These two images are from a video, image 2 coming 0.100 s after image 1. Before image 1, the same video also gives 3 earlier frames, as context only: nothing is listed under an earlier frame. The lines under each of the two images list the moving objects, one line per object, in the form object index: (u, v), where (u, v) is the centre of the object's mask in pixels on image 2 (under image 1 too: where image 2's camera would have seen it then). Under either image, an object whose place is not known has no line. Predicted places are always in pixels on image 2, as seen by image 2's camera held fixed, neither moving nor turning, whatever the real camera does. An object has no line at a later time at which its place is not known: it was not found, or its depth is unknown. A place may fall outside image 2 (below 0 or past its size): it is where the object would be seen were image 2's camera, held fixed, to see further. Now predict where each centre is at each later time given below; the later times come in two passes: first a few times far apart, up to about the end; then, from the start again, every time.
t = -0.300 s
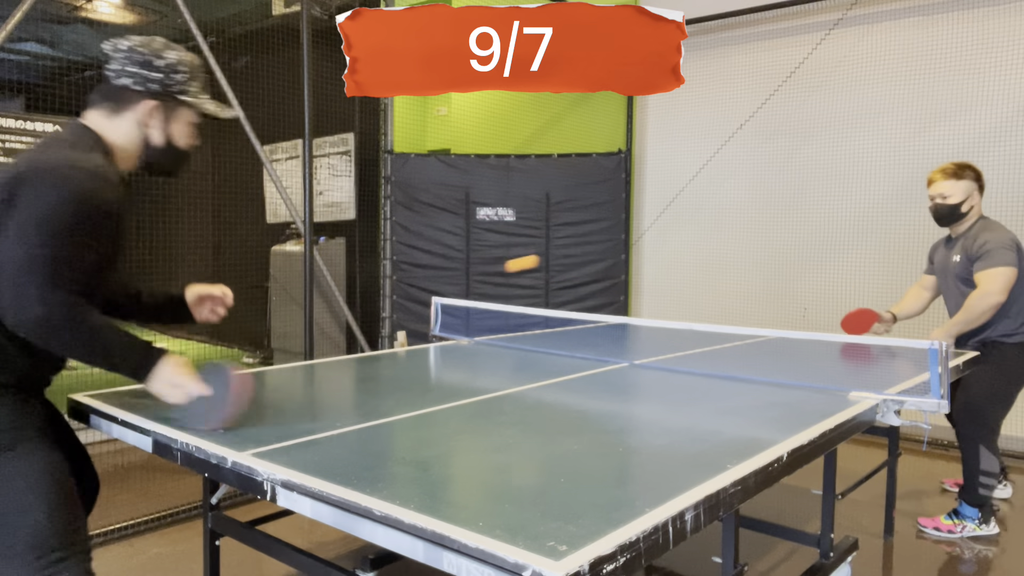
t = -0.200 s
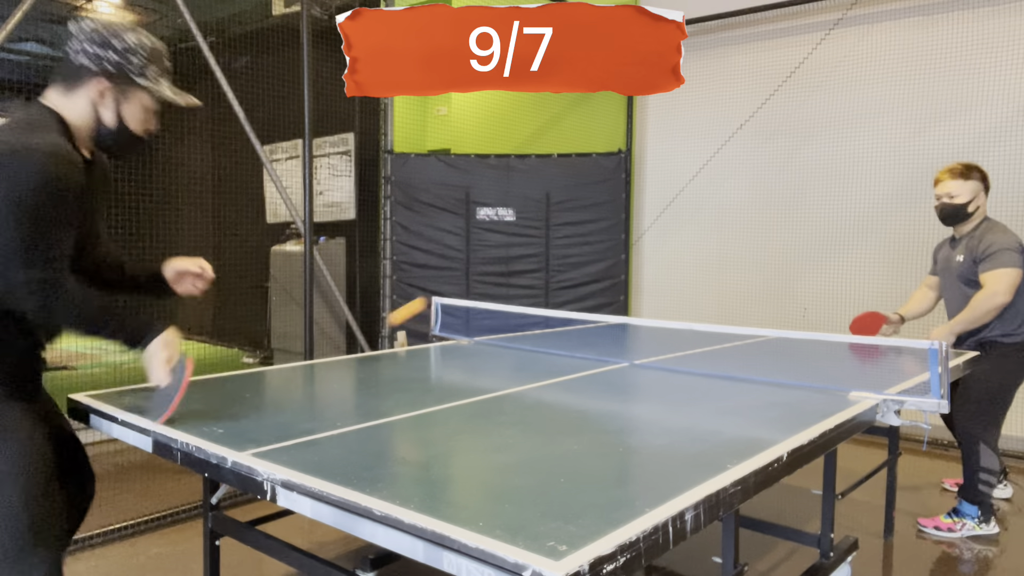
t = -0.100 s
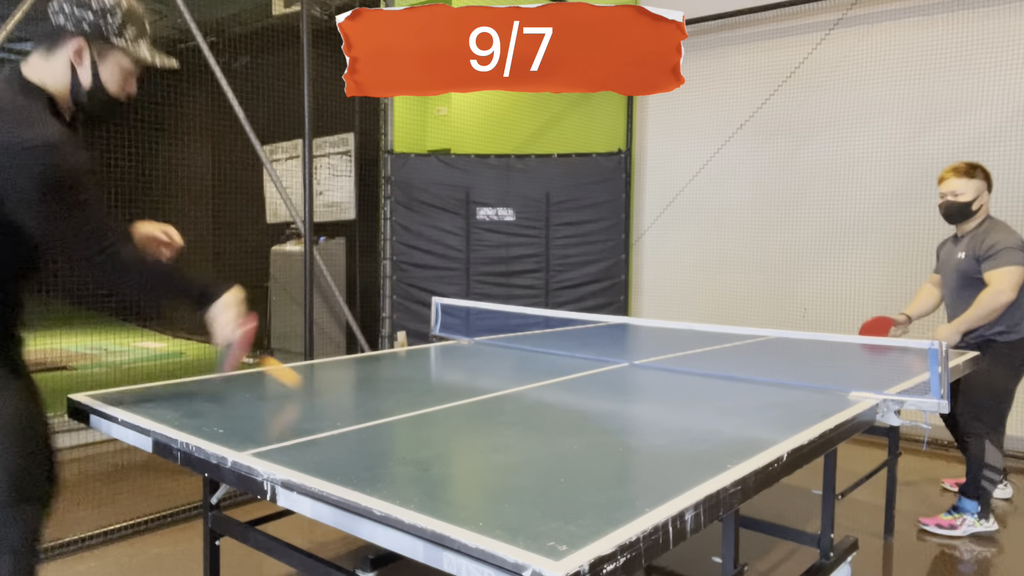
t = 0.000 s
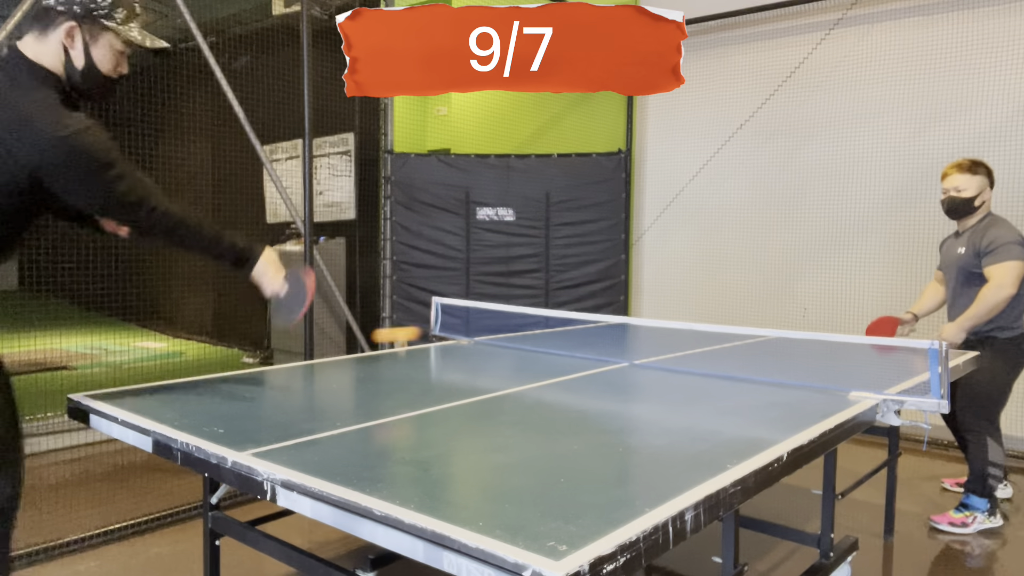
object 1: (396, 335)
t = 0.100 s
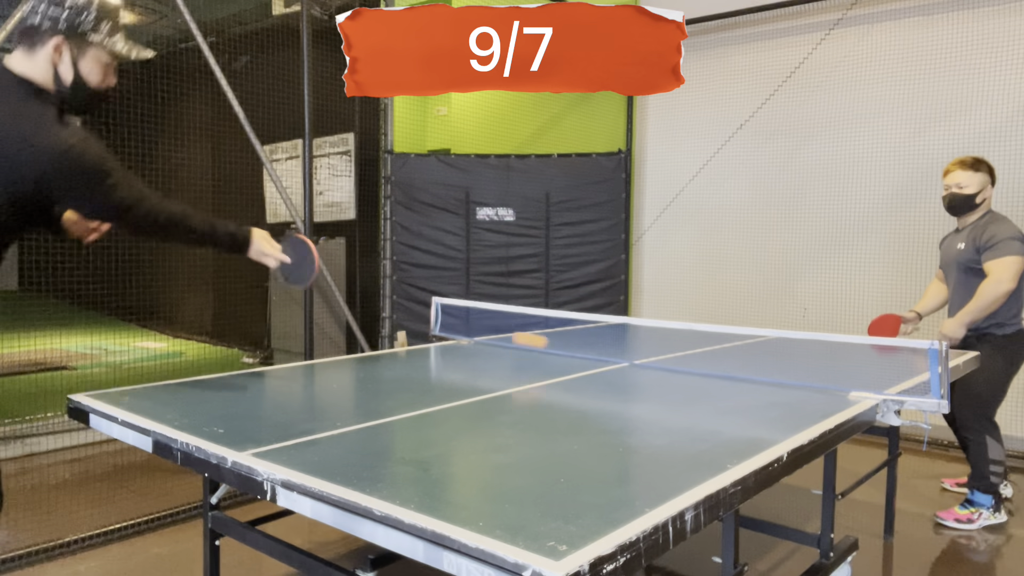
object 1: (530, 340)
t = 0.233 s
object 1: (595, 353)
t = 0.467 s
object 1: (584, 356)
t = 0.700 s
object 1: (571, 360)
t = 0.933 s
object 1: (557, 363)
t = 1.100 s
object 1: (546, 366)
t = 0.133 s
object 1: (566, 347)
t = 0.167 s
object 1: (592, 353)
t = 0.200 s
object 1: (595, 352)
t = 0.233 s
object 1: (595, 353)
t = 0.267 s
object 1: (594, 353)
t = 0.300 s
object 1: (592, 354)
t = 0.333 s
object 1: (590, 354)
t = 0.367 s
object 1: (589, 355)
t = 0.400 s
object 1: (588, 355)
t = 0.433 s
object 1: (586, 355)
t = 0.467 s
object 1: (584, 356)
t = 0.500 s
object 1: (582, 357)
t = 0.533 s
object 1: (581, 357)
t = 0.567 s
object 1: (579, 358)
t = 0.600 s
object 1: (577, 358)
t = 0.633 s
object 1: (575, 359)
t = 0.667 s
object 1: (573, 359)
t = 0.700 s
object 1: (571, 360)
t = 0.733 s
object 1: (570, 360)
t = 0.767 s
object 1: (568, 361)
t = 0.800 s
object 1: (566, 361)
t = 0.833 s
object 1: (563, 362)
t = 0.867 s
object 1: (561, 362)
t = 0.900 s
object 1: (559, 363)
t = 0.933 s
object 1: (557, 363)
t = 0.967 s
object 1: (555, 364)
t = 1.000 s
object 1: (553, 364)
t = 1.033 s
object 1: (550, 365)
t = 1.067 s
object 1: (548, 366)
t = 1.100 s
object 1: (546, 366)
